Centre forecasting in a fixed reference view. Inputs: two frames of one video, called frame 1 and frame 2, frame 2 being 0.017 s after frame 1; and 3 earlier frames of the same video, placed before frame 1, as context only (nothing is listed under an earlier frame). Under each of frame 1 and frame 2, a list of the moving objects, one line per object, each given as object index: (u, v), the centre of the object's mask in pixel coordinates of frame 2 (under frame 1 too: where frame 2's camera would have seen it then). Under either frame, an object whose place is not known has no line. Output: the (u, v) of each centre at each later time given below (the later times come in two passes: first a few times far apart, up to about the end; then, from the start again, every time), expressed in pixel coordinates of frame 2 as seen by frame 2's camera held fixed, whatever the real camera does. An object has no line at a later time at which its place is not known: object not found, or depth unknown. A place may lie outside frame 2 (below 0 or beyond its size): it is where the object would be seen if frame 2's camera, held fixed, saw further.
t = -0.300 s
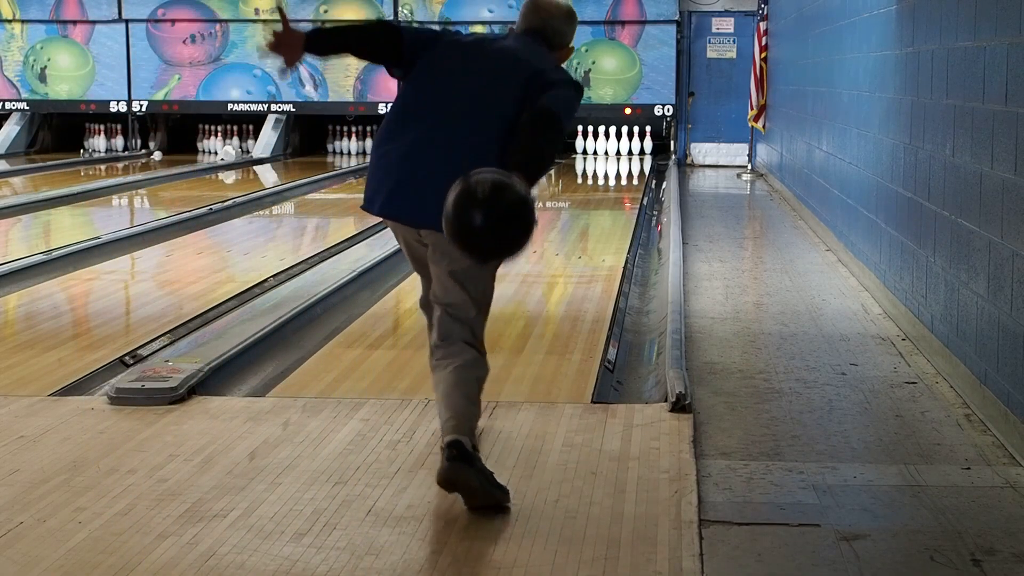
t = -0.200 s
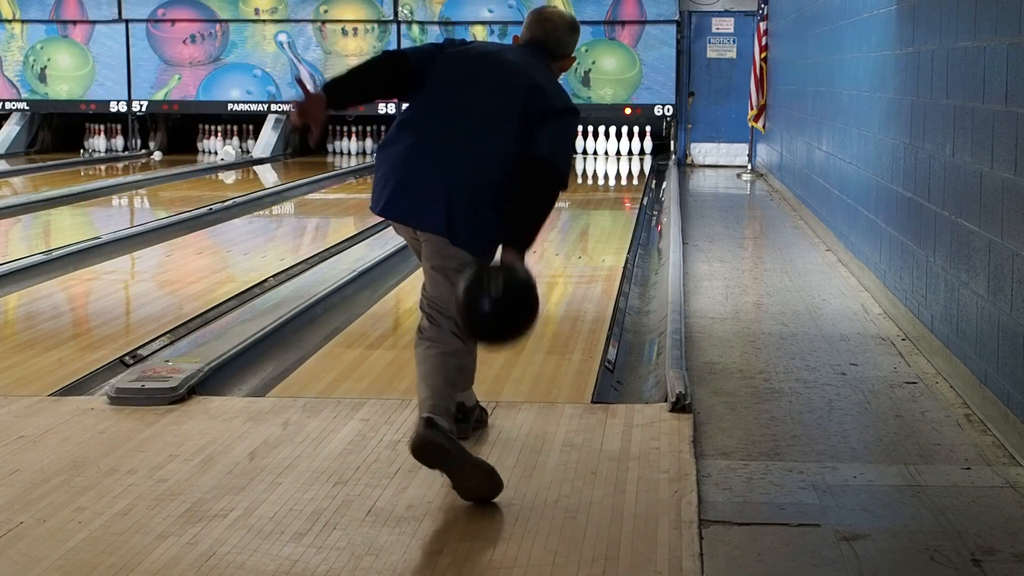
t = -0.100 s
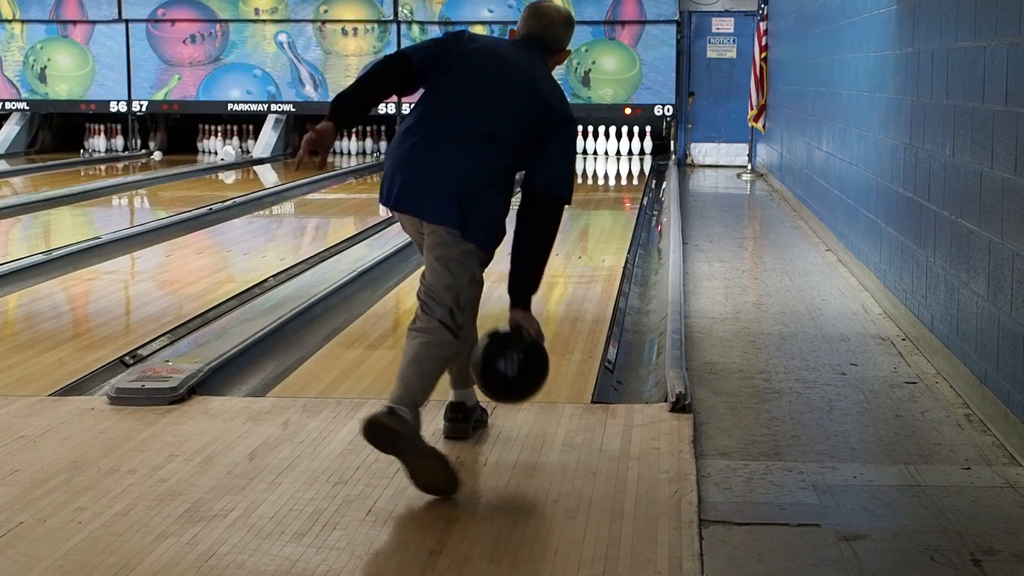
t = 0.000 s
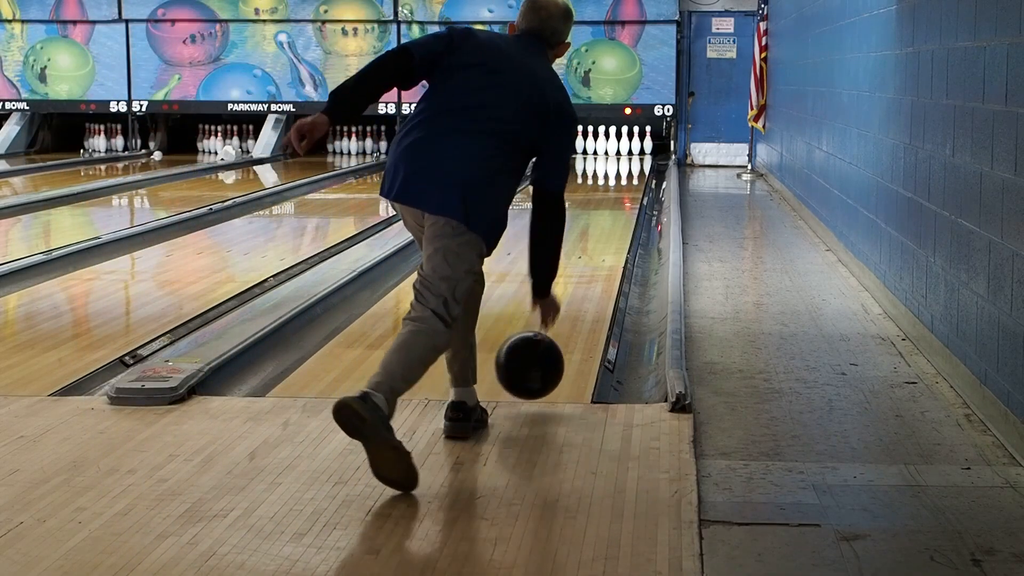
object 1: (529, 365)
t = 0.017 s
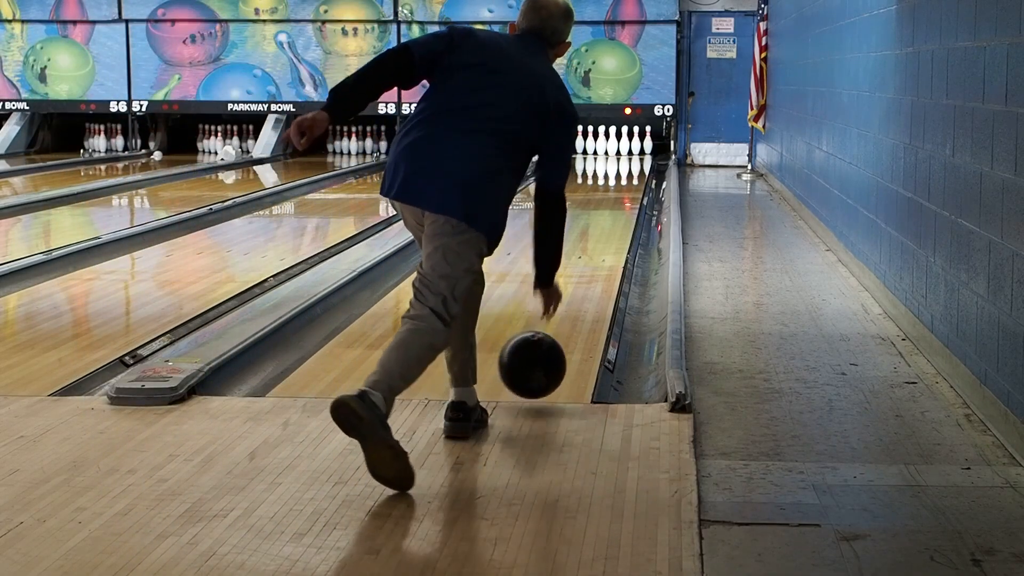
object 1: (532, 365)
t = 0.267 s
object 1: (564, 307)
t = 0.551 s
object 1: (587, 260)
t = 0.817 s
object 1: (600, 233)
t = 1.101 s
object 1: (610, 213)
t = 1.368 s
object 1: (617, 198)
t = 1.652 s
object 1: (621, 185)
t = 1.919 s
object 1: (623, 176)
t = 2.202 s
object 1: (625, 169)
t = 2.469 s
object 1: (625, 164)
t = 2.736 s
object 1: (625, 159)
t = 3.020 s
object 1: (622, 155)
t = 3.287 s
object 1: (617, 151)
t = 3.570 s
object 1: (614, 148)
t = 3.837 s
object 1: (604, 147)
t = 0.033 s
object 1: (535, 365)
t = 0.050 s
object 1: (537, 361)
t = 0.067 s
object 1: (540, 355)
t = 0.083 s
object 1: (542, 349)
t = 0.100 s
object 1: (544, 345)
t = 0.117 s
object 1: (547, 341)
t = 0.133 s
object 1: (549, 338)
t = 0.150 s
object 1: (551, 334)
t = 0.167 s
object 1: (553, 330)
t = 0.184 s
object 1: (555, 326)
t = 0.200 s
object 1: (557, 322)
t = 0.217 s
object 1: (559, 318)
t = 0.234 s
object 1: (561, 314)
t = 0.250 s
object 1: (562, 311)
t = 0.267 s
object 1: (564, 307)
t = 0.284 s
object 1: (566, 304)
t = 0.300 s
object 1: (568, 300)
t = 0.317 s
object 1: (569, 297)
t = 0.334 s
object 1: (571, 294)
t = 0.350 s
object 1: (572, 291)
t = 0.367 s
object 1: (574, 288)
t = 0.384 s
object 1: (575, 285)
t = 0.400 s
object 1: (577, 282)
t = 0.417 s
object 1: (578, 279)
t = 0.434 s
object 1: (579, 277)
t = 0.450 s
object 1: (580, 274)
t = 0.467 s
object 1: (582, 272)
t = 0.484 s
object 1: (583, 269)
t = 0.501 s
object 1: (584, 267)
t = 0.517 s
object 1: (585, 265)
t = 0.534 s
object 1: (586, 263)
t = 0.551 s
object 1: (587, 260)
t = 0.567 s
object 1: (588, 258)
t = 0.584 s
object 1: (589, 256)
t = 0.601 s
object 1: (590, 254)
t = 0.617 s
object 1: (591, 252)
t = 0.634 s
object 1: (592, 250)
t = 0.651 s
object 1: (593, 249)
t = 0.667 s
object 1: (593, 247)
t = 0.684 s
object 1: (594, 245)
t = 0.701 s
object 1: (595, 243)
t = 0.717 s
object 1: (596, 242)
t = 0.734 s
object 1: (597, 240)
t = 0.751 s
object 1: (597, 239)
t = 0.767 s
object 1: (598, 237)
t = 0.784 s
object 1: (599, 236)
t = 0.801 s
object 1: (599, 234)
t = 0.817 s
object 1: (600, 233)
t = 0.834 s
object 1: (601, 232)
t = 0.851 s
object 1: (602, 230)
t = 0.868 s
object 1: (602, 229)
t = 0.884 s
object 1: (603, 228)
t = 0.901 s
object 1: (604, 227)
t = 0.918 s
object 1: (604, 225)
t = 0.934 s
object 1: (605, 224)
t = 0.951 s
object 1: (605, 223)
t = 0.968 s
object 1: (606, 222)
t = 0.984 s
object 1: (607, 221)
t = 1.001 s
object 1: (607, 219)
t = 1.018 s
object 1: (608, 218)
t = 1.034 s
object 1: (608, 217)
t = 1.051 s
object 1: (609, 216)
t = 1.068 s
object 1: (609, 215)
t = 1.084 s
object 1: (610, 214)
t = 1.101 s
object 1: (610, 213)
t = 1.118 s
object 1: (611, 212)
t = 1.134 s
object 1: (611, 211)
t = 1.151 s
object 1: (611, 210)
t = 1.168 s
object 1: (612, 209)
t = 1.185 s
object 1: (612, 208)
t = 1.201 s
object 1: (613, 207)
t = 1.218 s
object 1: (613, 206)
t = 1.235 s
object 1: (614, 205)
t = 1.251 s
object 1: (614, 204)
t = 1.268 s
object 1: (615, 203)
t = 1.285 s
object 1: (615, 202)
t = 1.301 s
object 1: (615, 201)
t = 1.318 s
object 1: (616, 200)
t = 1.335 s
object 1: (616, 200)
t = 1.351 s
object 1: (616, 199)
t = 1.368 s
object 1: (617, 198)
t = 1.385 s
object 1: (617, 197)
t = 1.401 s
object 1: (617, 196)
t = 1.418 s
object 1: (617, 196)
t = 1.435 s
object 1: (618, 195)
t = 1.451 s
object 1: (618, 194)
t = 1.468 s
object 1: (618, 193)
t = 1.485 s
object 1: (618, 192)
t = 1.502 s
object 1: (619, 192)
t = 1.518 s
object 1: (619, 191)
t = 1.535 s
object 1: (619, 190)
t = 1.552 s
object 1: (619, 189)
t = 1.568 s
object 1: (619, 189)
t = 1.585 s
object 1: (620, 188)
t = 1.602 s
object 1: (620, 187)
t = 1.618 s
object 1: (620, 187)
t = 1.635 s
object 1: (620, 186)
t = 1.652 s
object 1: (621, 185)
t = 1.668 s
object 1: (621, 185)
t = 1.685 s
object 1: (621, 184)
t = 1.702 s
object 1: (621, 183)
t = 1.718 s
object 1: (622, 183)
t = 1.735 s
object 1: (622, 182)
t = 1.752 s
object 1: (622, 182)
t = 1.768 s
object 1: (622, 181)
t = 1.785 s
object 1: (622, 181)
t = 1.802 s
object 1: (622, 180)
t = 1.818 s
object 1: (622, 180)
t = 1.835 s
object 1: (622, 179)
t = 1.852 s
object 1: (623, 179)
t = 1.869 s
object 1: (623, 178)
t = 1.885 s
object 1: (623, 177)
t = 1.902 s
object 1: (623, 177)
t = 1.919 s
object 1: (623, 176)
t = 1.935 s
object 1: (623, 176)
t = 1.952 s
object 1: (623, 175)
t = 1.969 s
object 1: (623, 175)
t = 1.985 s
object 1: (624, 175)
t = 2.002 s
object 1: (624, 174)
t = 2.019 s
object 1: (624, 173)
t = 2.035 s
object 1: (624, 173)
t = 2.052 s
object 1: (624, 173)
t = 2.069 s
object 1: (624, 172)
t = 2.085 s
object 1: (624, 172)
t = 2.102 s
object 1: (624, 172)
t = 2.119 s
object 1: (624, 171)
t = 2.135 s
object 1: (624, 171)
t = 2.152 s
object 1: (625, 170)
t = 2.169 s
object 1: (625, 170)
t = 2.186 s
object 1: (625, 169)
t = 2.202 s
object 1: (625, 169)
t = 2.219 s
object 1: (625, 169)
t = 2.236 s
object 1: (625, 168)
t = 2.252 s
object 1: (625, 168)
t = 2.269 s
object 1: (625, 168)
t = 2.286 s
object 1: (625, 167)
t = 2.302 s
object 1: (625, 167)
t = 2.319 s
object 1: (625, 166)
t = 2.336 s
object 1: (625, 166)
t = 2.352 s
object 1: (625, 166)
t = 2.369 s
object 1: (625, 166)
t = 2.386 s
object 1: (625, 165)
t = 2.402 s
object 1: (625, 165)
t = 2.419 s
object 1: (625, 165)
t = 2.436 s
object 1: (625, 164)
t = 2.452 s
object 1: (625, 164)
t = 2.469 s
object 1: (625, 164)
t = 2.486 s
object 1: (625, 164)
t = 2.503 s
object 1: (625, 163)
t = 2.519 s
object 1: (625, 163)
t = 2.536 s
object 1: (625, 163)
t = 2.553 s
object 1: (625, 163)
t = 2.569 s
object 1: (625, 162)
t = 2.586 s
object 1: (625, 162)
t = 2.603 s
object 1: (625, 162)
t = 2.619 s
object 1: (625, 161)
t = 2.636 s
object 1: (625, 161)
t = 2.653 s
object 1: (625, 161)
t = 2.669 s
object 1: (625, 161)
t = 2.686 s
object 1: (625, 160)
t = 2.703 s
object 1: (625, 160)
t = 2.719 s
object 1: (625, 160)
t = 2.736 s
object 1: (625, 159)
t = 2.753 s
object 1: (625, 159)
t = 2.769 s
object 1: (625, 159)
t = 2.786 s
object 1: (624, 159)
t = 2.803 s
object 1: (624, 159)
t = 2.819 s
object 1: (624, 158)
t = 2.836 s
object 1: (624, 158)
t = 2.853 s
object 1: (624, 158)
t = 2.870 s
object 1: (624, 158)
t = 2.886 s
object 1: (624, 157)
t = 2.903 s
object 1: (624, 157)
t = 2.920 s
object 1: (623, 157)
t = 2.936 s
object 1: (623, 156)
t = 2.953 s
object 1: (623, 156)
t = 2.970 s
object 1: (623, 156)
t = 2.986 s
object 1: (623, 156)
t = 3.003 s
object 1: (622, 155)
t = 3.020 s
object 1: (622, 155)
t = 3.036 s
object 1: (622, 155)
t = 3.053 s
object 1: (622, 155)
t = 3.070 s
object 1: (621, 154)
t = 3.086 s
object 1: (621, 154)
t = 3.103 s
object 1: (621, 154)
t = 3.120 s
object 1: (621, 154)
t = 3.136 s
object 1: (620, 153)
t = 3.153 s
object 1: (620, 153)
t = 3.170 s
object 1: (620, 153)
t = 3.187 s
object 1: (619, 153)
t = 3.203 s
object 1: (619, 152)
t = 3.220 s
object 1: (619, 152)
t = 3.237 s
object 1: (619, 152)
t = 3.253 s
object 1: (618, 152)
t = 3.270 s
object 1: (618, 152)
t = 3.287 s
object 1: (617, 151)
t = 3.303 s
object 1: (617, 151)
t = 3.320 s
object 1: (617, 151)
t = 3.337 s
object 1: (616, 151)
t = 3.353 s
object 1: (616, 150)
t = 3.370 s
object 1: (616, 150)
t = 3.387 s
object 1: (615, 150)
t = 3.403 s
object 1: (615, 150)
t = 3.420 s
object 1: (615, 149)
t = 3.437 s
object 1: (615, 149)
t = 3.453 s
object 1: (614, 149)
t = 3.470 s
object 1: (614, 149)
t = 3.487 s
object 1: (614, 149)
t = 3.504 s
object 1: (613, 149)
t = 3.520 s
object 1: (613, 148)
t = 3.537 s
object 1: (613, 148)
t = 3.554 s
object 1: (613, 148)
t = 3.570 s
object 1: (614, 148)
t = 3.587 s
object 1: (613, 148)
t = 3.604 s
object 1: (613, 148)
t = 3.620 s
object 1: (613, 148)
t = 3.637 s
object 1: (612, 147)
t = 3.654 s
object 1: (611, 146)
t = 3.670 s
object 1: (611, 147)
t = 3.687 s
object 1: (610, 147)
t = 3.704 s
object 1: (609, 147)
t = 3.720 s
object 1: (608, 147)
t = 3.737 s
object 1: (608, 147)
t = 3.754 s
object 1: (607, 147)
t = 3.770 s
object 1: (606, 147)
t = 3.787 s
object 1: (605, 147)
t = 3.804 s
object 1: (604, 146)
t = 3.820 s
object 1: (604, 146)
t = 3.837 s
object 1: (604, 147)
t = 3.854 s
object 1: (604, 147)
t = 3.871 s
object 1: (603, 147)
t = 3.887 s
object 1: (602, 147)
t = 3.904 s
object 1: (602, 147)
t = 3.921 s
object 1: (603, 146)
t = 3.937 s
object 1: (602, 146)
